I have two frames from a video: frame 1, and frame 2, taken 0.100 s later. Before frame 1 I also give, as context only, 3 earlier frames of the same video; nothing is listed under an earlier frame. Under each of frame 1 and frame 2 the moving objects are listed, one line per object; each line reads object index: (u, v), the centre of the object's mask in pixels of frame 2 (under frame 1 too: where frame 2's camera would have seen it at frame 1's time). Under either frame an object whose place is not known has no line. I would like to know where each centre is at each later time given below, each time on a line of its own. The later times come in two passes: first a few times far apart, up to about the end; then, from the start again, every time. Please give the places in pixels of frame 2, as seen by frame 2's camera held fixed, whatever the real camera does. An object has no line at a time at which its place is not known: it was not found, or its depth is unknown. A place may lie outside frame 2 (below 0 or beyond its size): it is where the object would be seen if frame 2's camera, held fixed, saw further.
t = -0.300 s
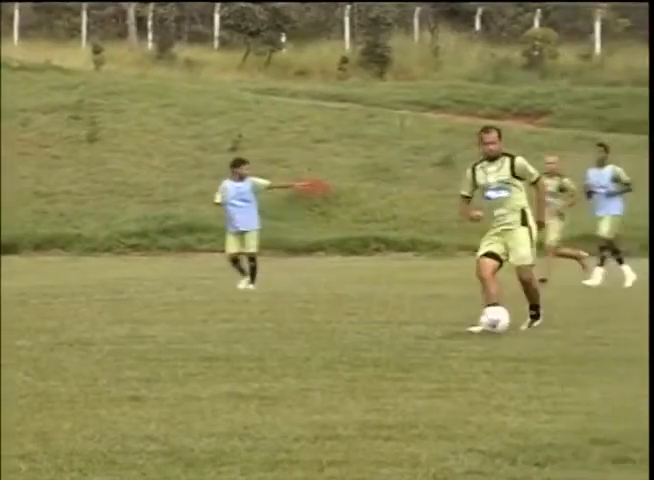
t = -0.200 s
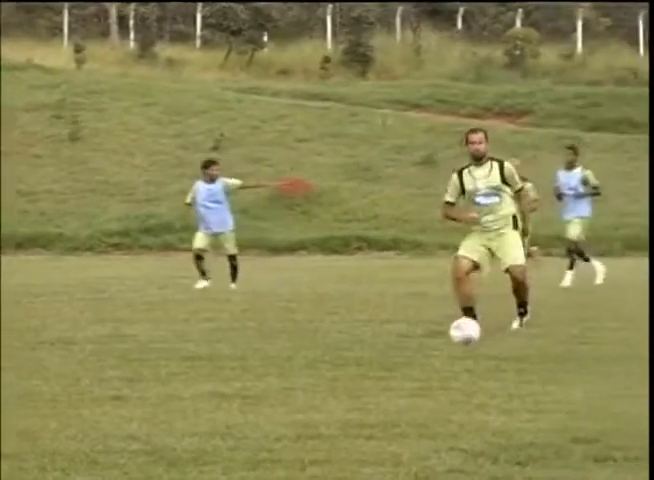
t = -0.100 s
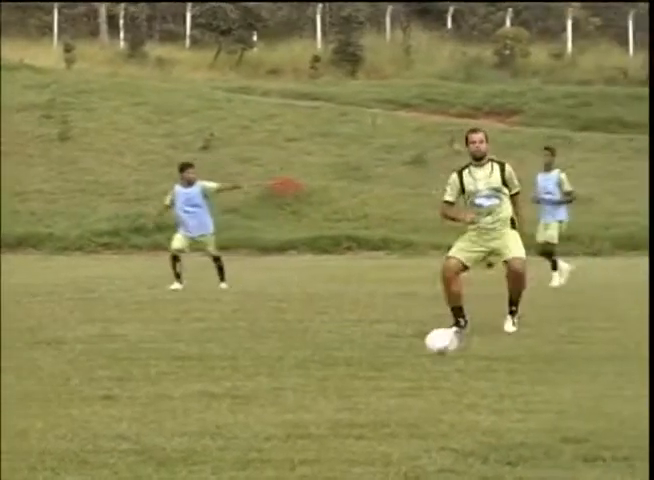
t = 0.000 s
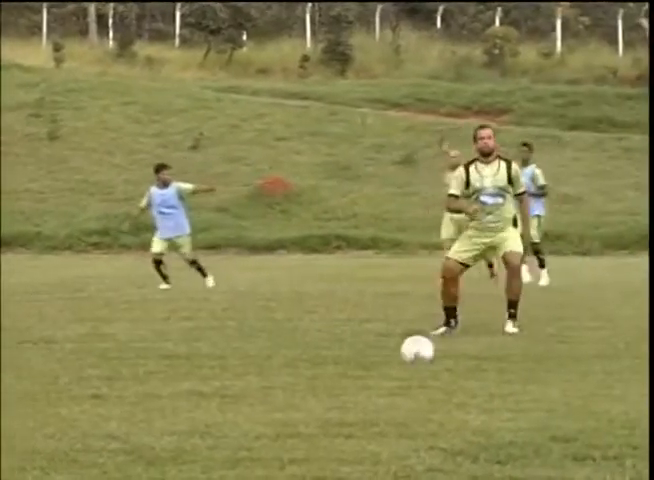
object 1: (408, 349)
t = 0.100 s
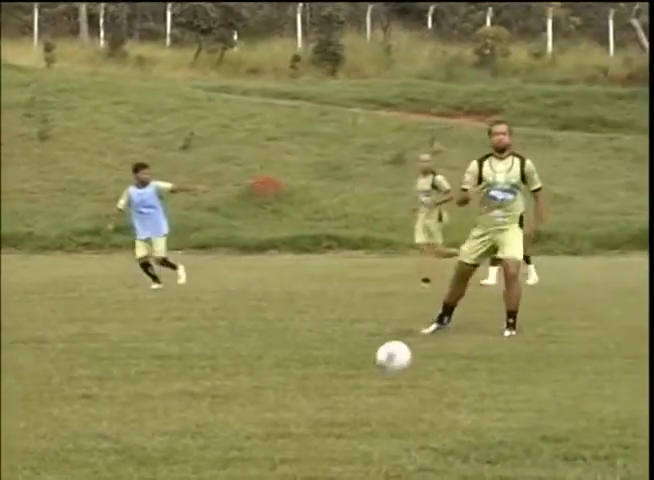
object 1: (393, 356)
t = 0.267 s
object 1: (369, 367)
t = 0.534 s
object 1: (333, 384)
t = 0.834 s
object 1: (299, 401)
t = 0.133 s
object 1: (389, 359)
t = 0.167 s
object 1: (384, 363)
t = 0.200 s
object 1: (379, 365)
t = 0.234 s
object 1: (374, 367)
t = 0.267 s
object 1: (369, 367)
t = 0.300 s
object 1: (364, 368)
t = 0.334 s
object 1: (359, 371)
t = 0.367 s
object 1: (355, 373)
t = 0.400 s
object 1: (351, 377)
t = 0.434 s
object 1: (346, 380)
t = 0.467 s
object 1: (341, 382)
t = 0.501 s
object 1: (338, 383)
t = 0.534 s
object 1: (333, 384)
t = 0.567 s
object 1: (330, 386)
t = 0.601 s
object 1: (325, 388)
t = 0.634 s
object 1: (322, 390)
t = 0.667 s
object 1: (318, 390)
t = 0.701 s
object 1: (315, 391)
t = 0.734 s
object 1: (309, 392)
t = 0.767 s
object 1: (305, 395)
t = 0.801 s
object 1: (301, 398)
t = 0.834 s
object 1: (299, 401)
